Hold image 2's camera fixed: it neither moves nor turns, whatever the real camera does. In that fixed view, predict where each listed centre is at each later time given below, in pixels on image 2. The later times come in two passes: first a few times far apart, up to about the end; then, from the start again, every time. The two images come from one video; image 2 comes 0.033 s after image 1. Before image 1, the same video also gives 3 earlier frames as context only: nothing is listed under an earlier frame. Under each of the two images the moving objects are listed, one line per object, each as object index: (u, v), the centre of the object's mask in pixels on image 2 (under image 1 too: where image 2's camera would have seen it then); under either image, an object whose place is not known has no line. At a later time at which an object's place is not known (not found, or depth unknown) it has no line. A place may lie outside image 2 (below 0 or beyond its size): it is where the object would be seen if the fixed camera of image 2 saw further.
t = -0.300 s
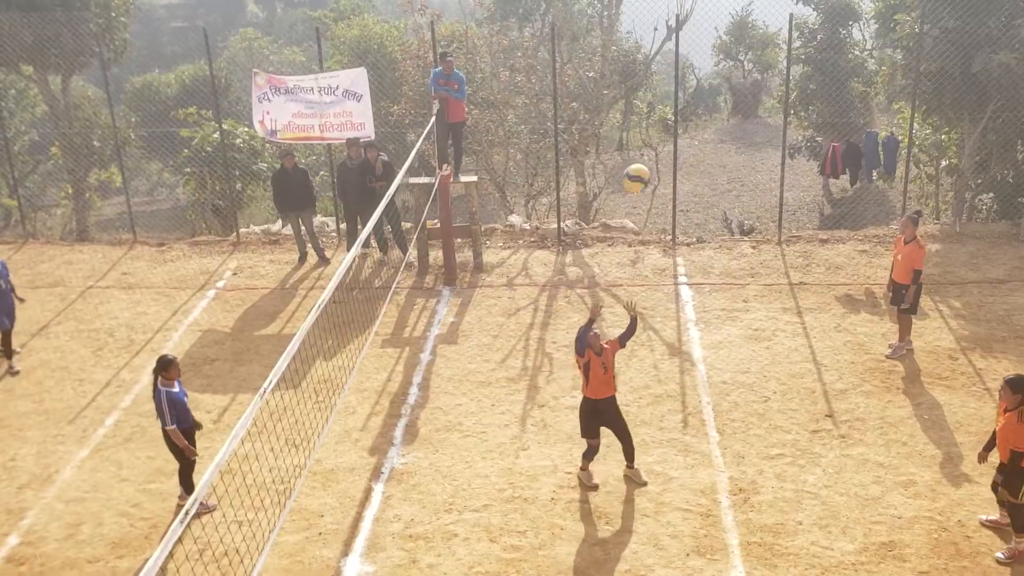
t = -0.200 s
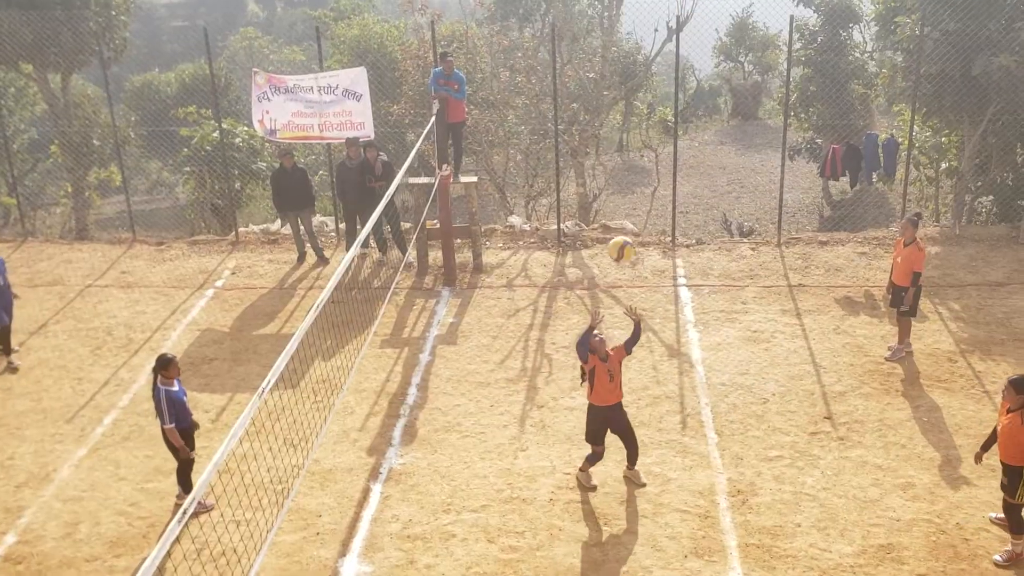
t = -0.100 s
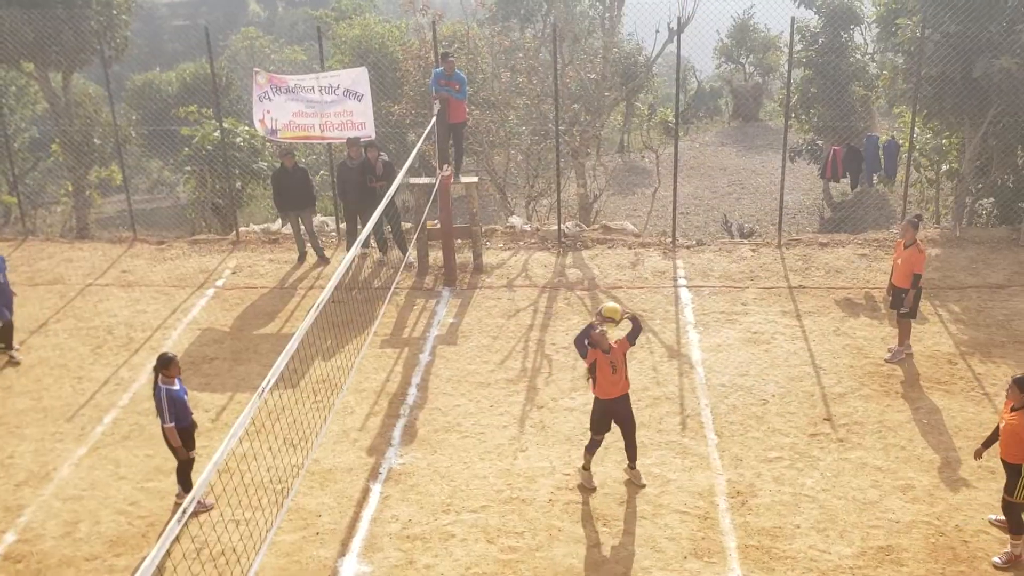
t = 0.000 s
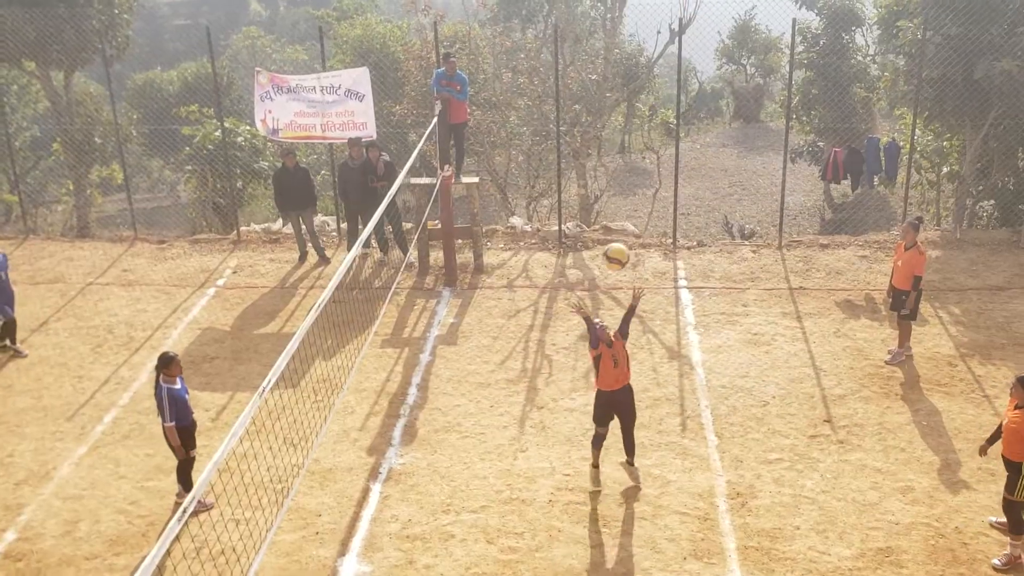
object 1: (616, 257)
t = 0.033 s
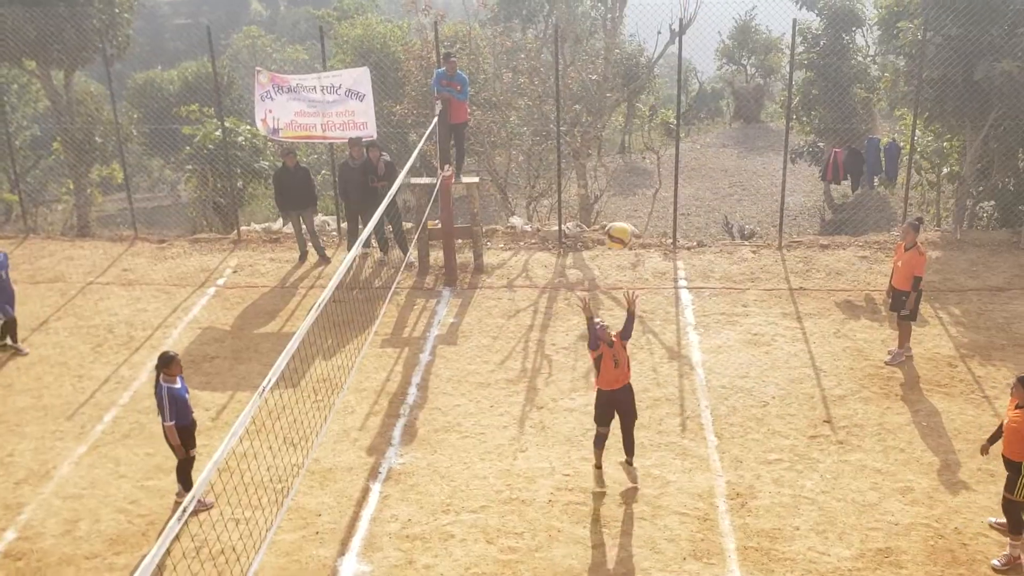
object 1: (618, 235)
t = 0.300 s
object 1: (638, 95)
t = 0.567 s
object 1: (662, 34)
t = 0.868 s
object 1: (691, 114)
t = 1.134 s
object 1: (716, 340)
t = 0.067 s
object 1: (619, 216)
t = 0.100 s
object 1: (622, 196)
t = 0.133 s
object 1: (624, 176)
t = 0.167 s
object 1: (627, 158)
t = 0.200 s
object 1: (630, 141)
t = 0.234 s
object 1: (632, 124)
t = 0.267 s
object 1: (636, 109)
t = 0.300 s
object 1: (638, 95)
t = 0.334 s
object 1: (642, 82)
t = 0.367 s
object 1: (644, 70)
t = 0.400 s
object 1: (647, 60)
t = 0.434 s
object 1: (650, 52)
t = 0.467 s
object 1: (653, 45)
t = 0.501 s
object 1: (657, 39)
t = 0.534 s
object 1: (659, 36)
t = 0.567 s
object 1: (662, 34)
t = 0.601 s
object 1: (666, 34)
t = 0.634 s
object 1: (669, 36)
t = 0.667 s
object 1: (672, 40)
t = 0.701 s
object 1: (675, 47)
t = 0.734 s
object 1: (679, 55)
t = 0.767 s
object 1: (682, 67)
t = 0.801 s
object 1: (684, 80)
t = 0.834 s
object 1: (688, 96)
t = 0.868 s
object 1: (691, 114)
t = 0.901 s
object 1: (694, 134)
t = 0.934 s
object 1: (697, 158)
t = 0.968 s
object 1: (701, 184)
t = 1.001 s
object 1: (704, 211)
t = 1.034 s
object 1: (706, 239)
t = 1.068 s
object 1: (710, 271)
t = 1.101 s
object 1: (712, 304)
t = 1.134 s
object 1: (716, 340)
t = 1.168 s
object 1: (718, 378)
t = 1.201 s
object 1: (720, 417)
